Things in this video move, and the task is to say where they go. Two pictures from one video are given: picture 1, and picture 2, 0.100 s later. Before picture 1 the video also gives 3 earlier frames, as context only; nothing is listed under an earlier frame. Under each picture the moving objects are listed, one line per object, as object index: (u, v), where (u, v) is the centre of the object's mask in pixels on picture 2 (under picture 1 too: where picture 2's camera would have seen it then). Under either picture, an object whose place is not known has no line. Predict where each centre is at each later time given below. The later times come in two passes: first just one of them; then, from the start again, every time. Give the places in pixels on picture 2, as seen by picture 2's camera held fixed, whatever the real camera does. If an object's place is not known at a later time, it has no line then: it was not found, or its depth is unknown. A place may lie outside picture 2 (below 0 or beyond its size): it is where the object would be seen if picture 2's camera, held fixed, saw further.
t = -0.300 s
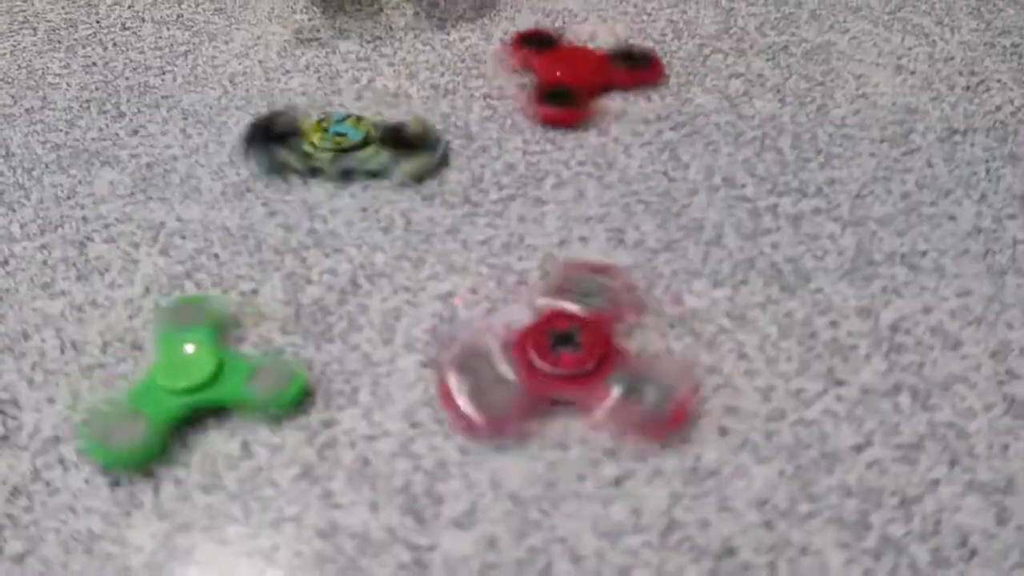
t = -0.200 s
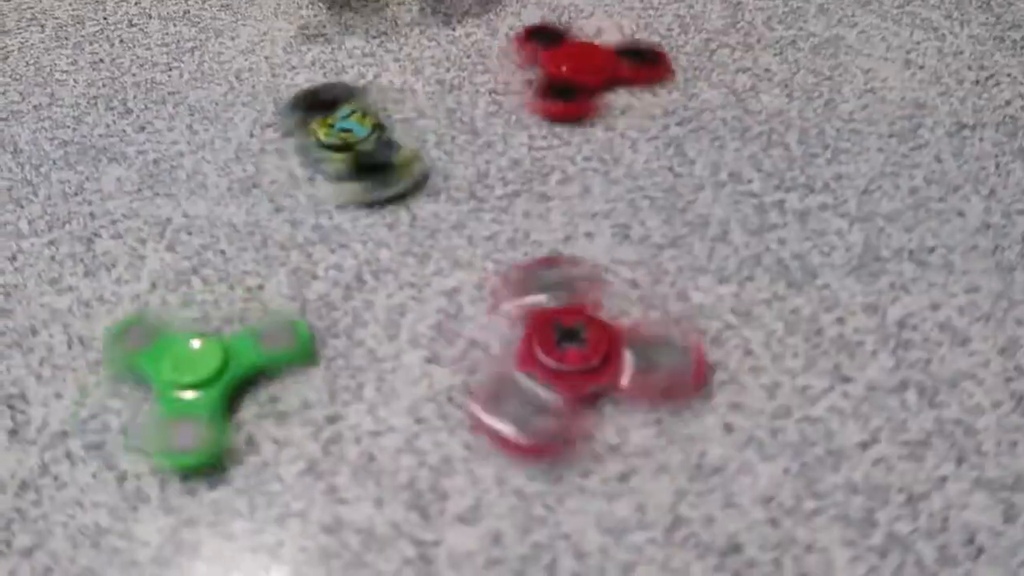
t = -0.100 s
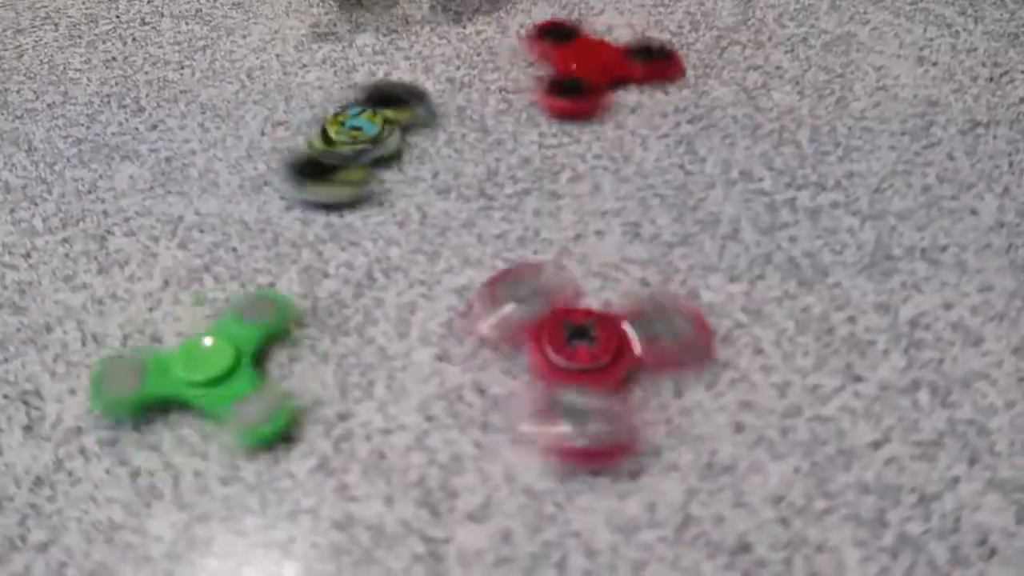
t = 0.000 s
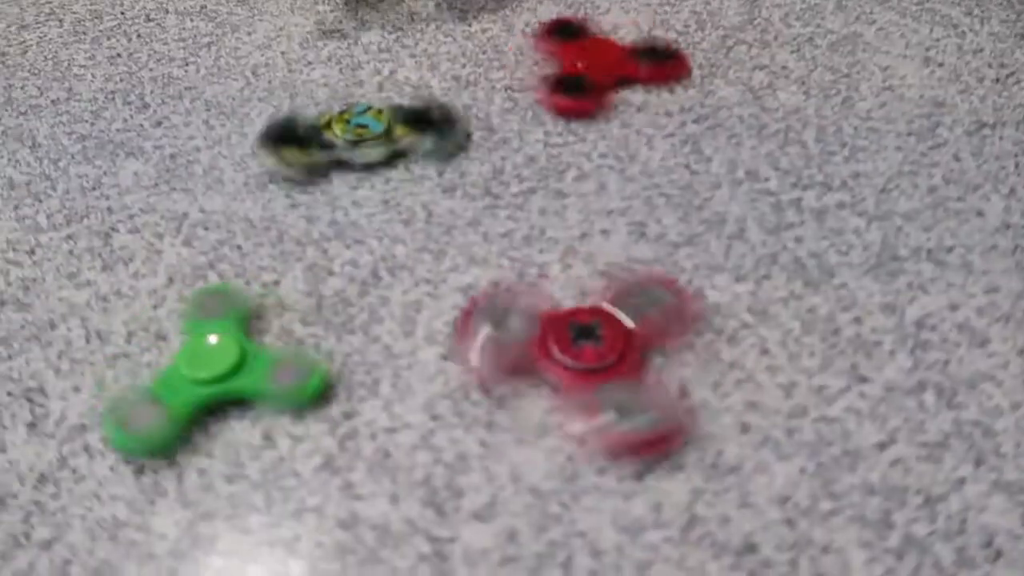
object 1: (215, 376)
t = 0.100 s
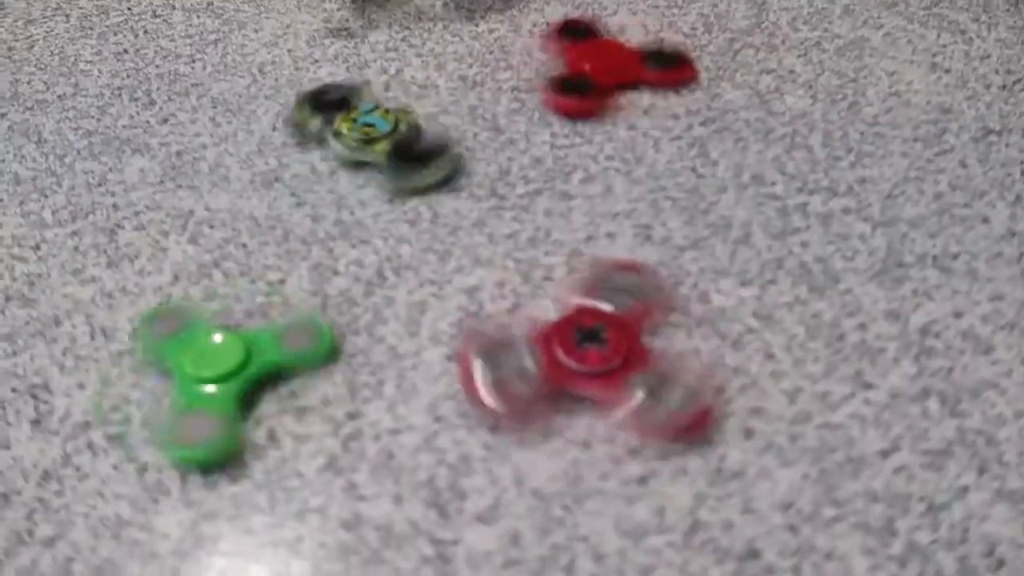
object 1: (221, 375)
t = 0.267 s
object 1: (222, 370)
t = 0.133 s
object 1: (220, 375)
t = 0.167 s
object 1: (218, 376)
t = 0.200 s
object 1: (219, 371)
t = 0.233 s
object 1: (220, 369)
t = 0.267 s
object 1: (222, 370)
